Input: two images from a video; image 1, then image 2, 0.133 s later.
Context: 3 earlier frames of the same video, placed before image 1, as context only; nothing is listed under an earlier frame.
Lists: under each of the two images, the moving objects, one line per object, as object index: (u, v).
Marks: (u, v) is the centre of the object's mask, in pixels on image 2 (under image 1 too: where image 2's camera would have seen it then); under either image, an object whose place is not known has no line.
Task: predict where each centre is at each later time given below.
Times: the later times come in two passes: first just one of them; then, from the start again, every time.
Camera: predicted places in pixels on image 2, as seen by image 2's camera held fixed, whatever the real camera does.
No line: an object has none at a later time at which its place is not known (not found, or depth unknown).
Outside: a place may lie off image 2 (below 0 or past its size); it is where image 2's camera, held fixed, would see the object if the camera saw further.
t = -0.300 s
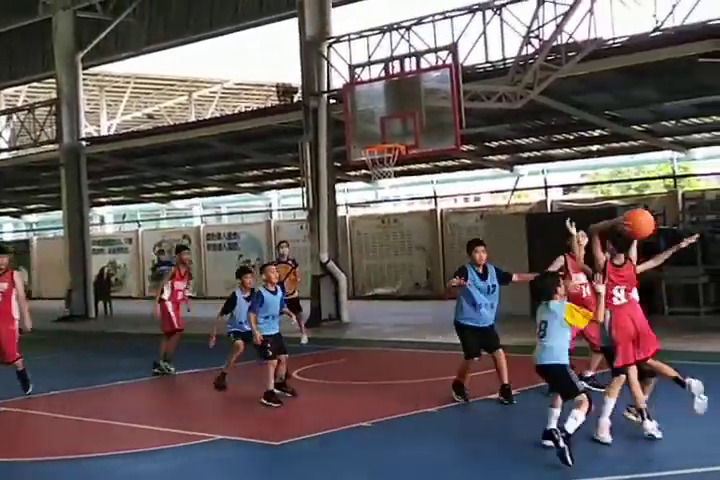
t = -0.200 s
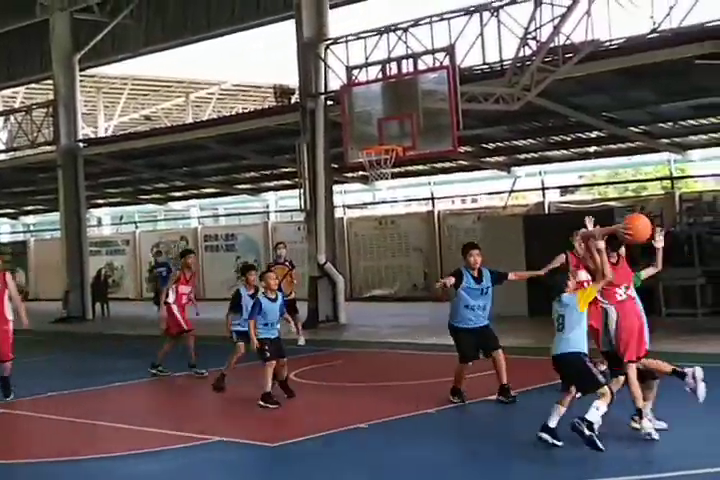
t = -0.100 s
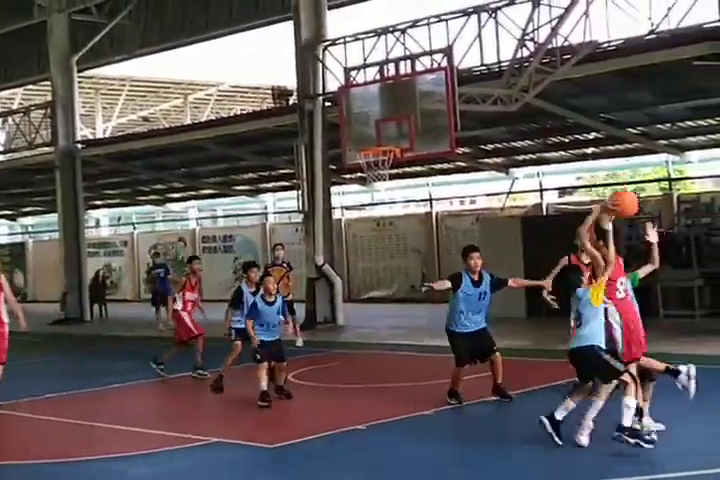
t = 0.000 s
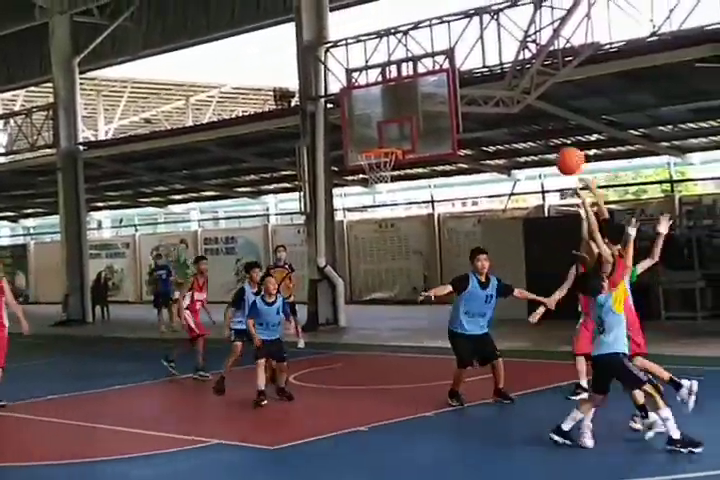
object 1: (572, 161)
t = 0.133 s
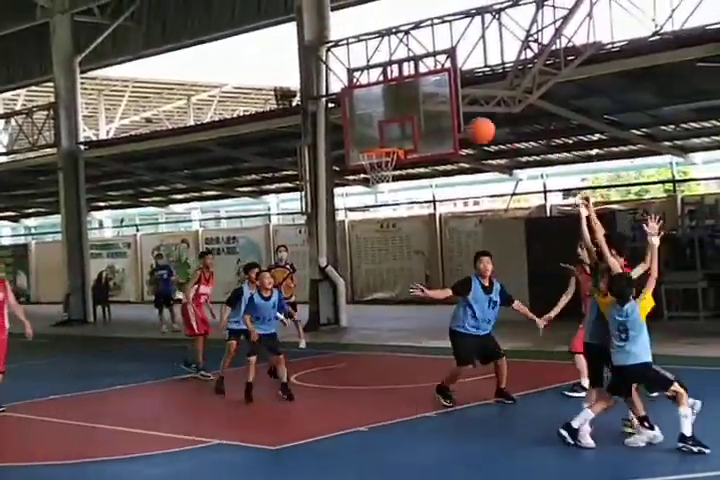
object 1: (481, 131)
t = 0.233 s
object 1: (422, 124)
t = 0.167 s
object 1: (461, 127)
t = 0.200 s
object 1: (441, 124)
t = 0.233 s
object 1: (422, 124)
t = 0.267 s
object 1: (403, 124)
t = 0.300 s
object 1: (385, 126)
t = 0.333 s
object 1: (368, 129)
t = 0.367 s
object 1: (350, 133)
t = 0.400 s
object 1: (334, 138)
